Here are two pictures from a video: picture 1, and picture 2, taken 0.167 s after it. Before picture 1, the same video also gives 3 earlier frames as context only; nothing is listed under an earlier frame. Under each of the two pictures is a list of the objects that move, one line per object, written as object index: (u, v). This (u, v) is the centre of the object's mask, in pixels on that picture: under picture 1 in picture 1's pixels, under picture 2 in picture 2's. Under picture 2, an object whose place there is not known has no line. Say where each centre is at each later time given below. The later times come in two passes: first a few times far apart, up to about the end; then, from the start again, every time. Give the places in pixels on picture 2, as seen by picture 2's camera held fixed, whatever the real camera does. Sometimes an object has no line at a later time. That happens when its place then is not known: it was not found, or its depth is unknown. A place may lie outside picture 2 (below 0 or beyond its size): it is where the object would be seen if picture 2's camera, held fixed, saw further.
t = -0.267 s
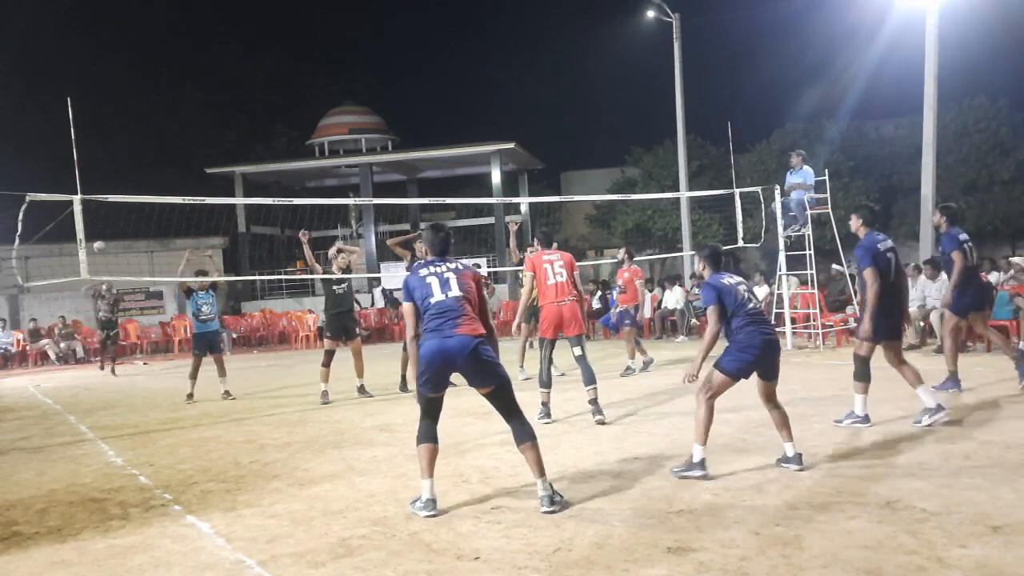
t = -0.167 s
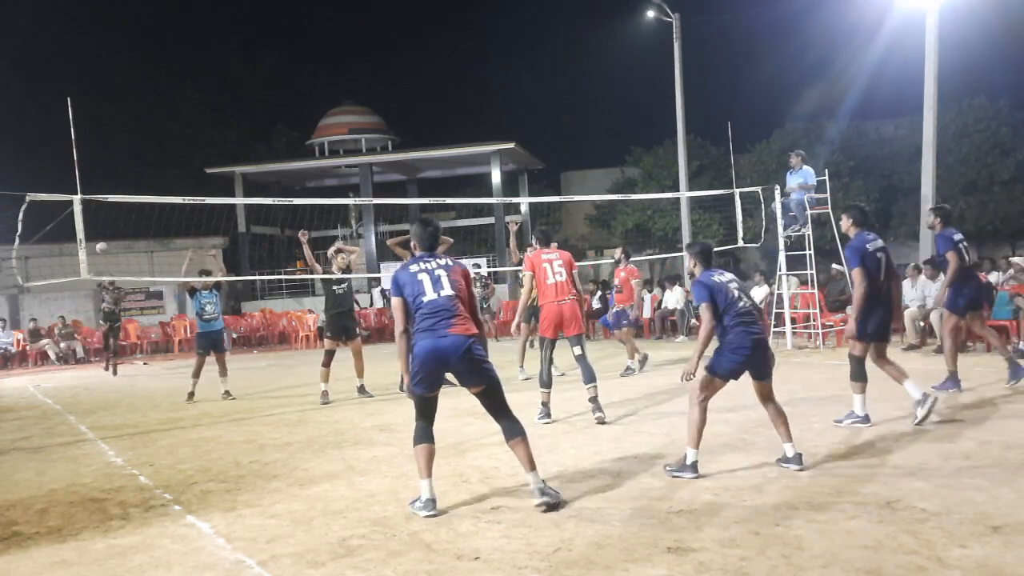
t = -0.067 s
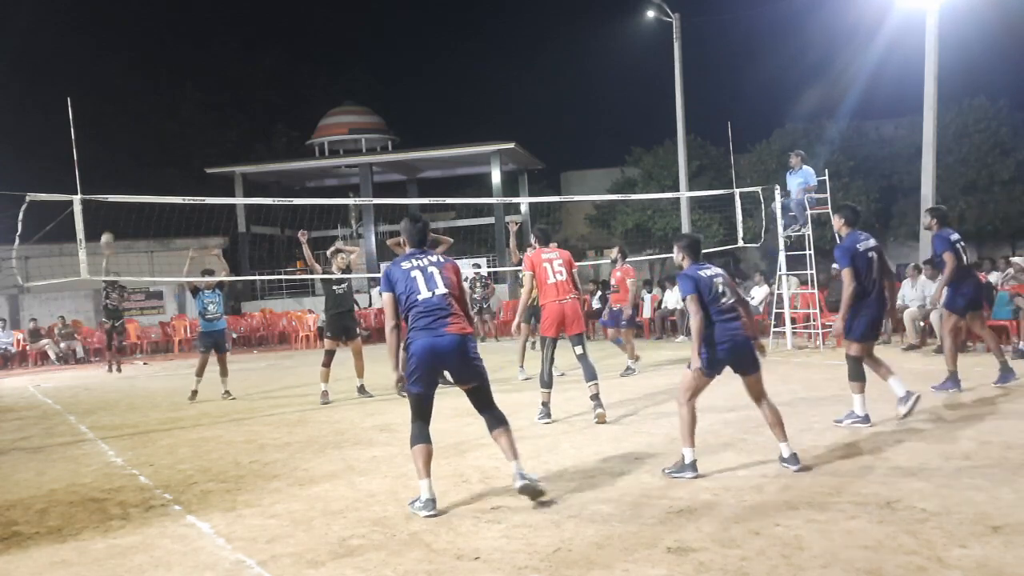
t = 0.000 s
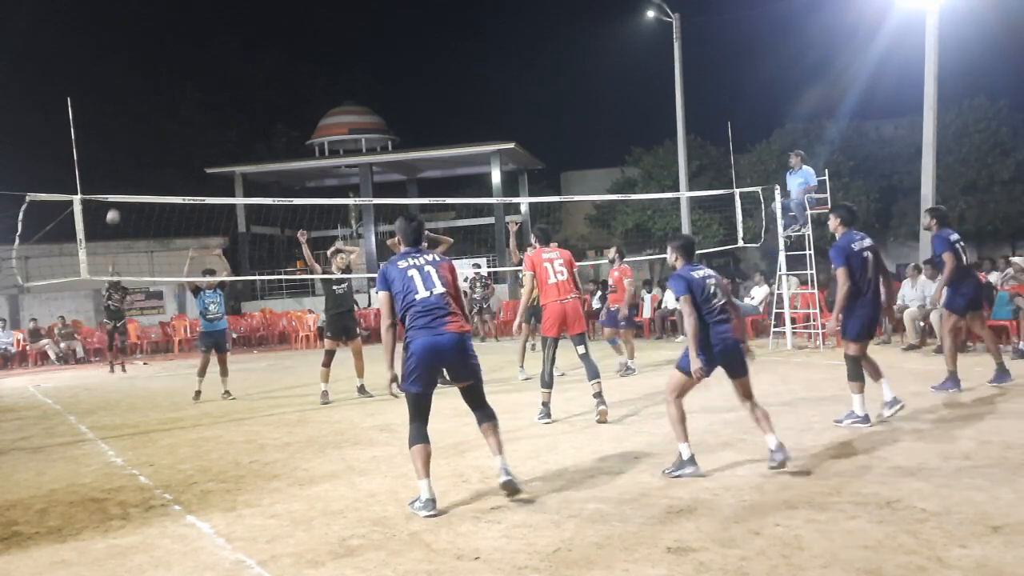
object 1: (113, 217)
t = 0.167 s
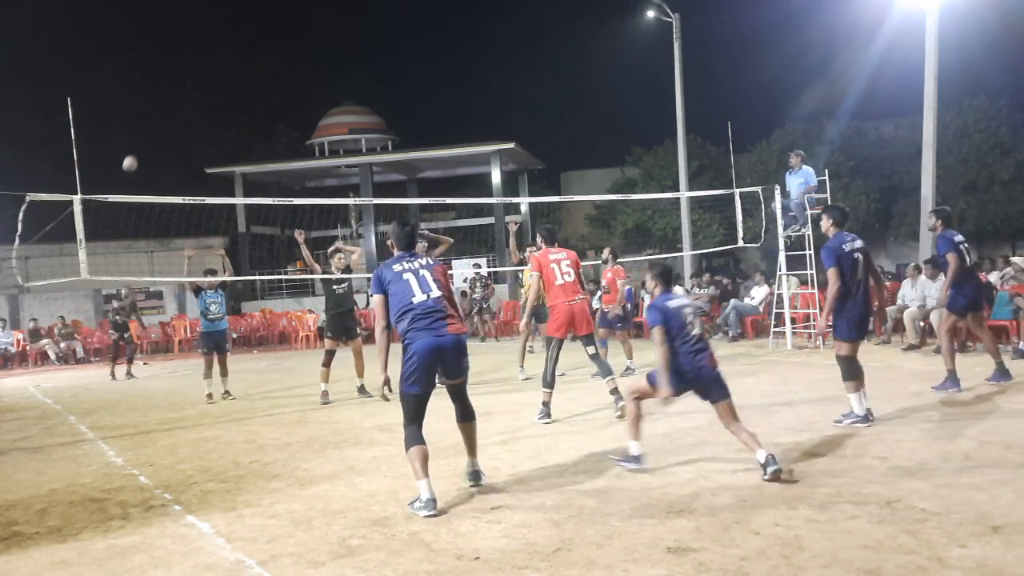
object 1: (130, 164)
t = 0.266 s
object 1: (141, 136)
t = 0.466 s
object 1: (166, 92)
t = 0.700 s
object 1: (208, 71)
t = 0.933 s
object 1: (265, 99)
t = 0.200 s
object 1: (133, 154)
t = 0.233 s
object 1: (137, 145)
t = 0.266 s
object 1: (141, 136)
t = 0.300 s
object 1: (145, 127)
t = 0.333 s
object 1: (149, 119)
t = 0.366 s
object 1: (153, 111)
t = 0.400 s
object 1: (157, 105)
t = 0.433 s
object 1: (161, 98)
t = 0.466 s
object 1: (166, 92)
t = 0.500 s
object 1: (171, 87)
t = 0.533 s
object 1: (177, 83)
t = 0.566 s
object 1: (183, 79)
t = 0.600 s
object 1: (189, 76)
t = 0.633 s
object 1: (195, 74)
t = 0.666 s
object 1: (201, 72)
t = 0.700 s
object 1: (208, 71)
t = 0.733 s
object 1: (215, 71)
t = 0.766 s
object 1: (223, 73)
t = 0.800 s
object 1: (230, 75)
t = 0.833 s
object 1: (238, 79)
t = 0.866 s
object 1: (247, 84)
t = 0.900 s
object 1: (256, 91)
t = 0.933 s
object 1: (265, 99)
